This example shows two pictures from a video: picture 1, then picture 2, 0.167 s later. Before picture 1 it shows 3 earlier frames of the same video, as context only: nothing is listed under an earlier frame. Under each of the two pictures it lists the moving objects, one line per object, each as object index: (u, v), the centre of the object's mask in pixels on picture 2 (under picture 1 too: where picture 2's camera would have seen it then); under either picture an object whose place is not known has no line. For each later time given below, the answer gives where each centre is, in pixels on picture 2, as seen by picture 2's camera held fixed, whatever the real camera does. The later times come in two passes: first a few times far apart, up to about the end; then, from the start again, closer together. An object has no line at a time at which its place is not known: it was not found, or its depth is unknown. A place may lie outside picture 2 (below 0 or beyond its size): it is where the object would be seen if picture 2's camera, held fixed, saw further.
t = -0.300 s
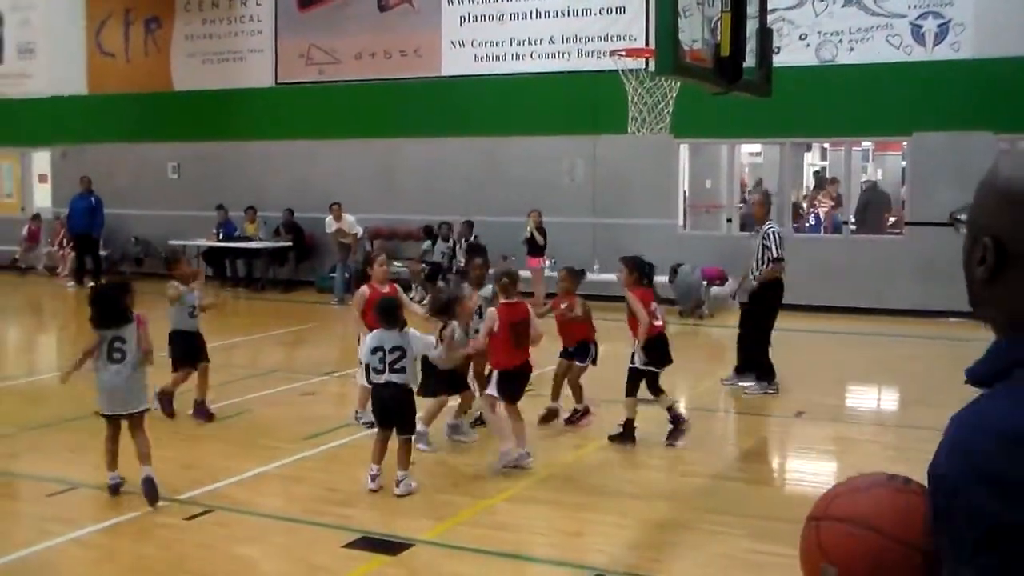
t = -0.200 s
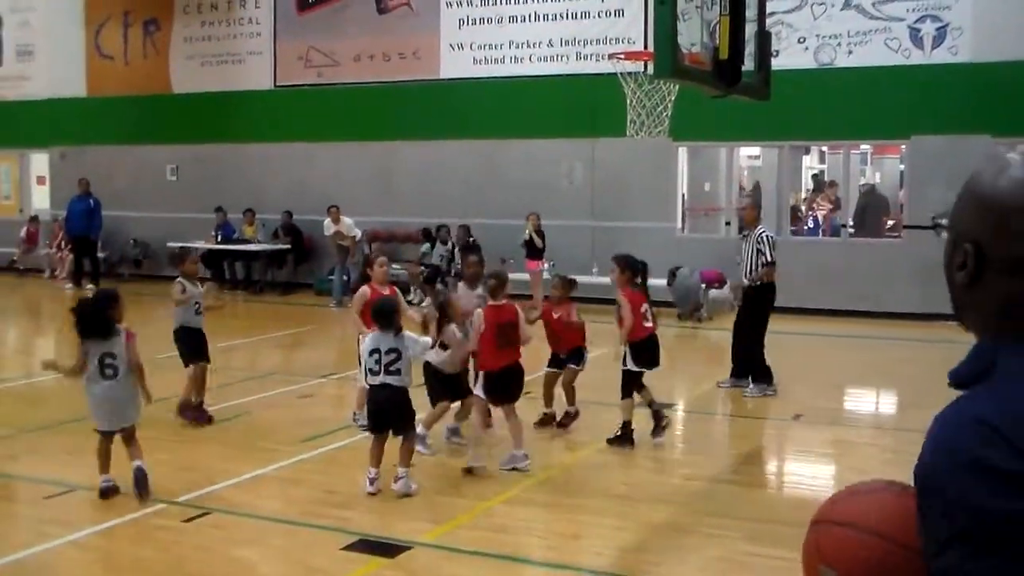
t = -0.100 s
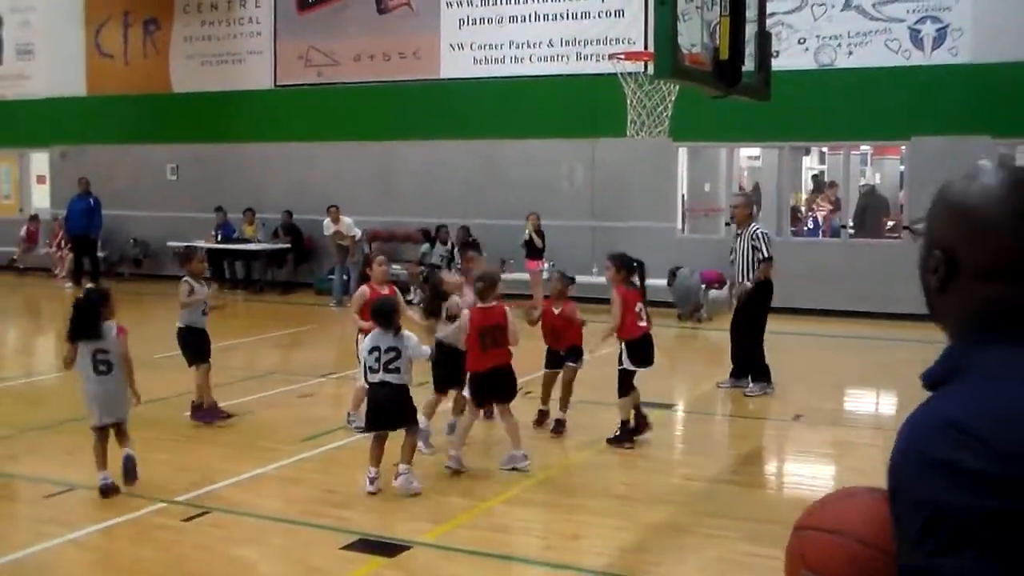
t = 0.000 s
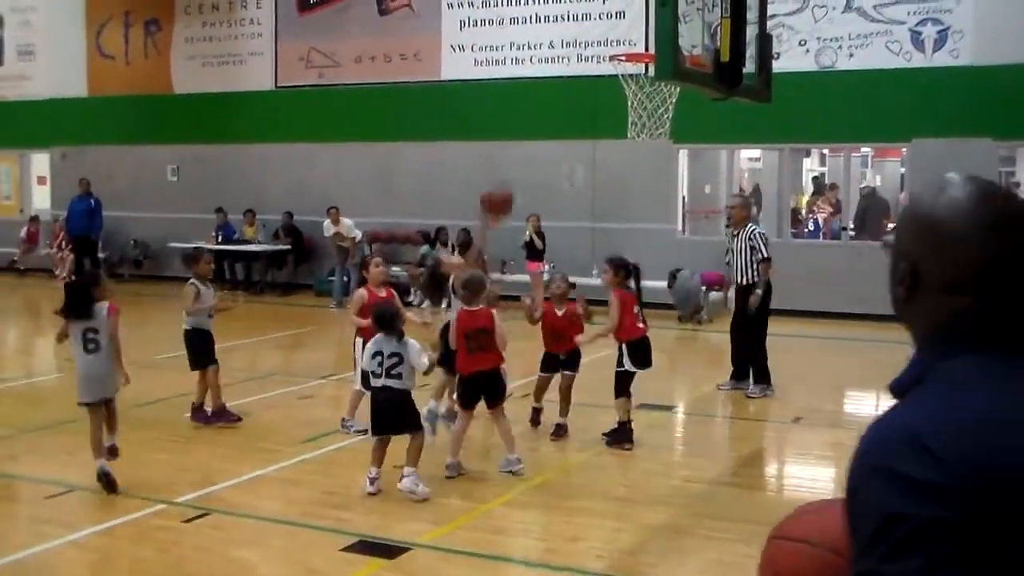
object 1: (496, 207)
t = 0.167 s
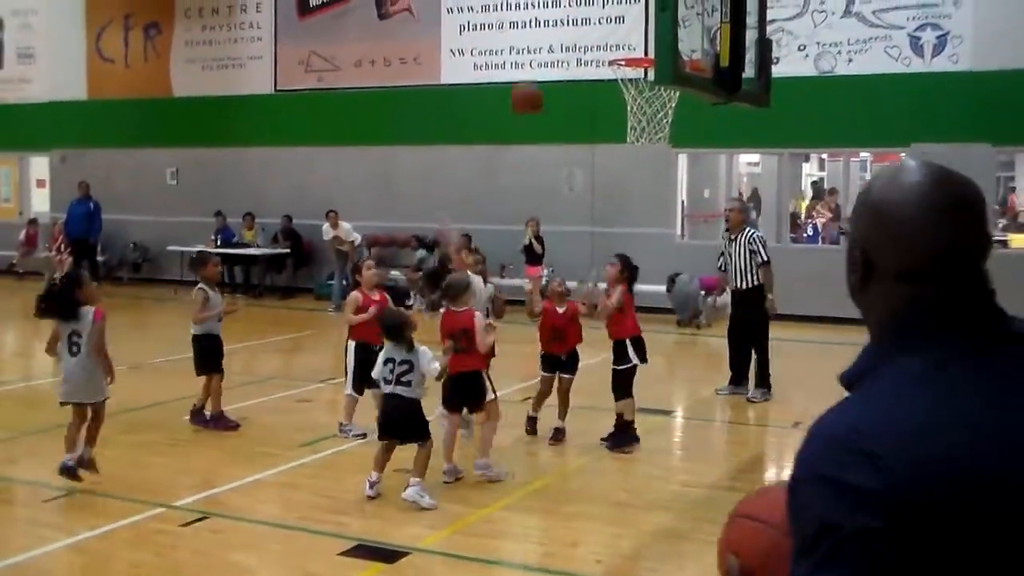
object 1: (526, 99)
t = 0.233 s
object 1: (538, 66)
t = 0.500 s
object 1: (587, 6)
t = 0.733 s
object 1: (634, 43)
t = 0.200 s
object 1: (532, 82)
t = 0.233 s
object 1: (538, 66)
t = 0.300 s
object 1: (550, 40)
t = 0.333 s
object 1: (556, 31)
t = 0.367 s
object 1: (562, 22)
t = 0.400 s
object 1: (568, 15)
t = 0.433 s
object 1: (575, 10)
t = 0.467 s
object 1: (581, 7)
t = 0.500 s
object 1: (587, 6)
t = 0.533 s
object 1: (594, 7)
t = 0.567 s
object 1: (600, 9)
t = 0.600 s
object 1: (606, 14)
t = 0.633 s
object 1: (613, 21)
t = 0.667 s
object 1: (619, 29)
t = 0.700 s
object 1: (625, 39)
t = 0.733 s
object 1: (634, 43)
